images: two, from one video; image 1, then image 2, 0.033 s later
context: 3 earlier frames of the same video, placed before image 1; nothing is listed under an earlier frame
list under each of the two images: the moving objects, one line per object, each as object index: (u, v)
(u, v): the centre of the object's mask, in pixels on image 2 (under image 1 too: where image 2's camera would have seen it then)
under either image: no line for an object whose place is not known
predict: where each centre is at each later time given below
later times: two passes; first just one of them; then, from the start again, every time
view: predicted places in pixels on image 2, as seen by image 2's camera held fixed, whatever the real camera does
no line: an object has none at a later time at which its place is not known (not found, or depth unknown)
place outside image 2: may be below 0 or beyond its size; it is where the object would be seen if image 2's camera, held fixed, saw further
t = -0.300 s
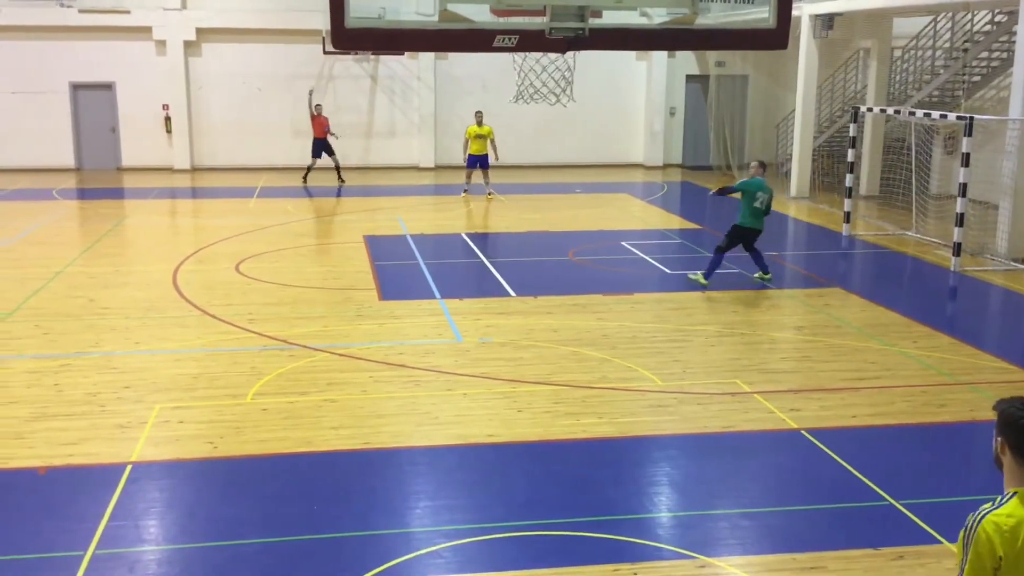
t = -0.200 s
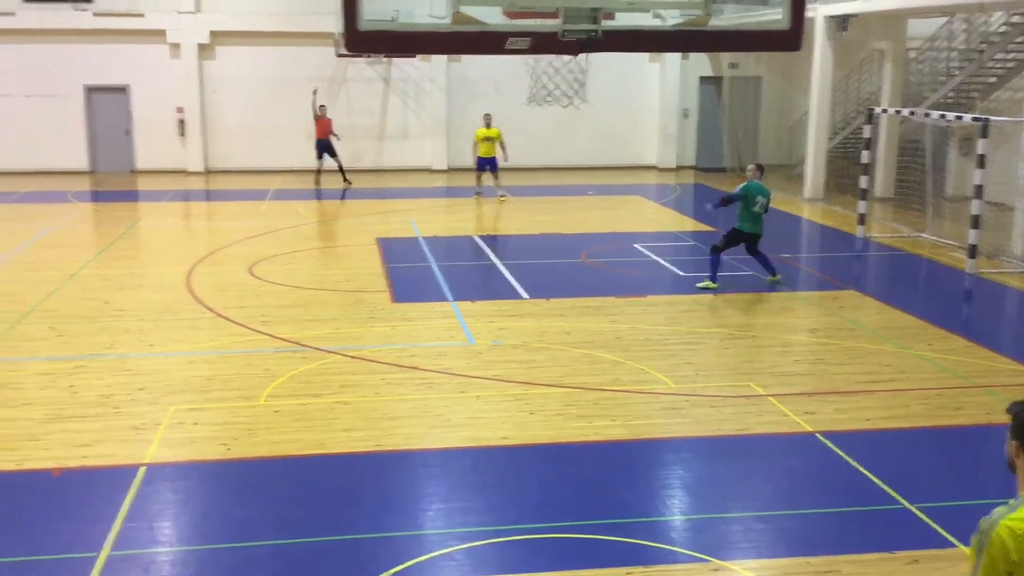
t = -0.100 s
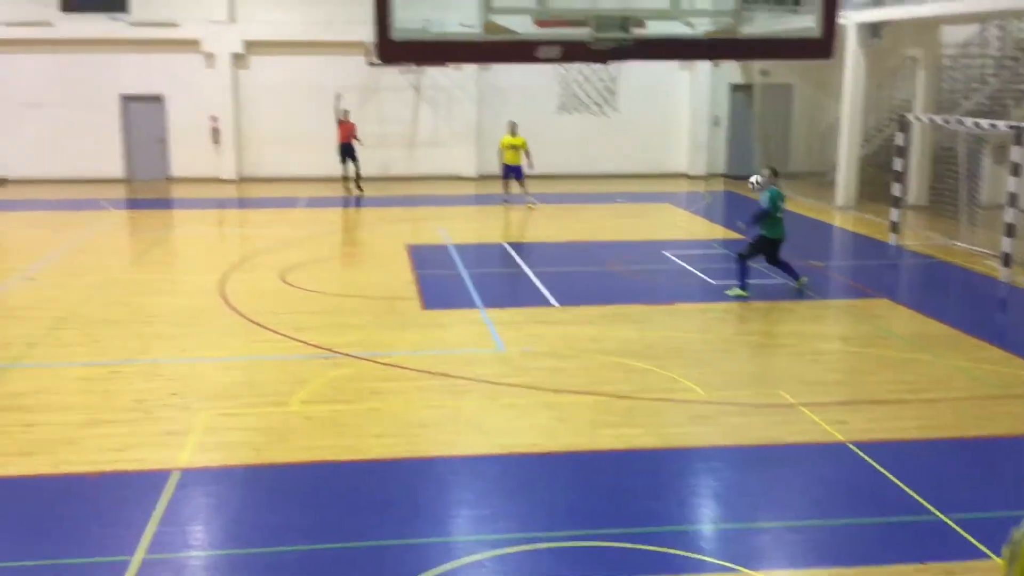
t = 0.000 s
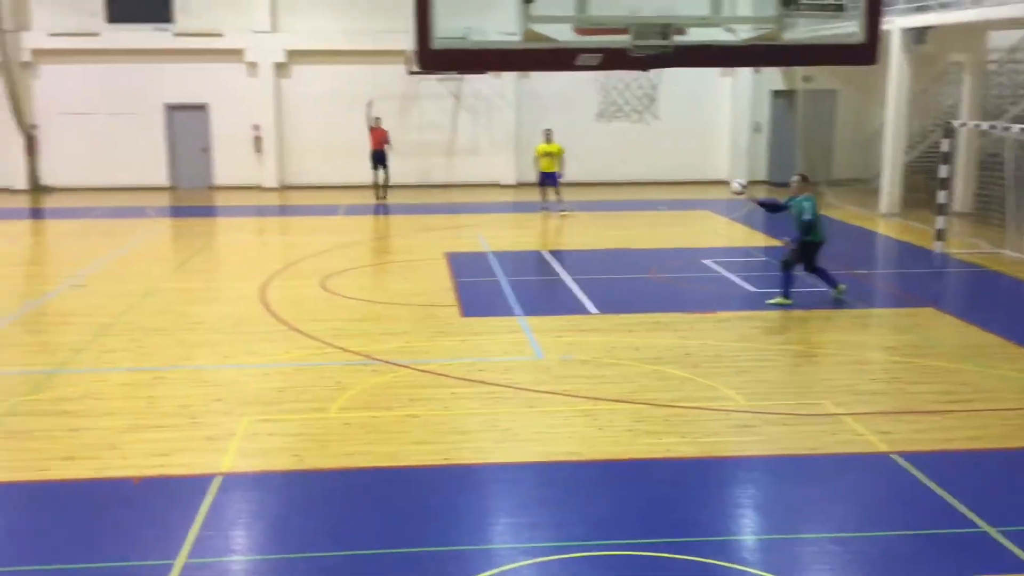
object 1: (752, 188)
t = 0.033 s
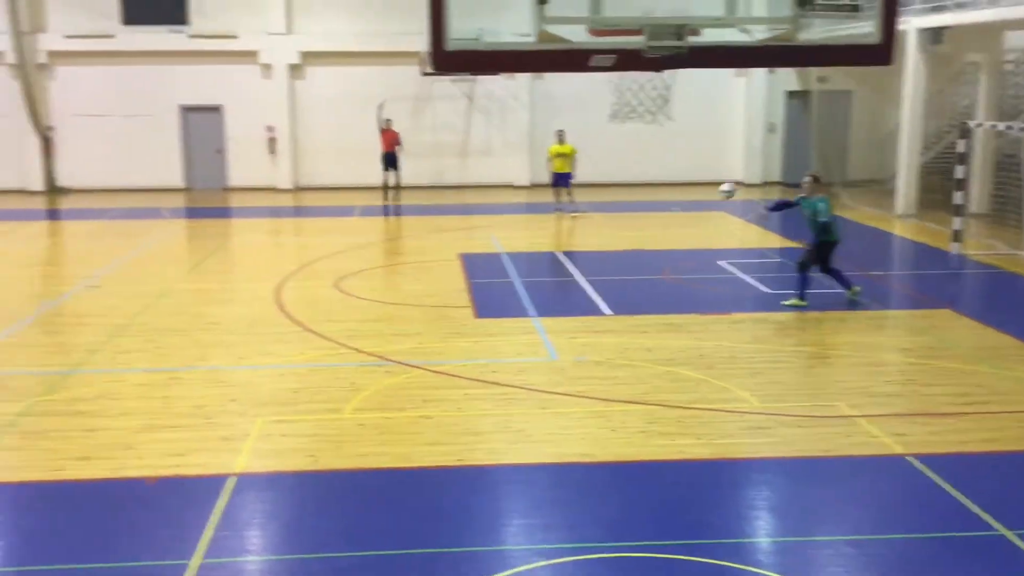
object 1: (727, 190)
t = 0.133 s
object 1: (647, 204)
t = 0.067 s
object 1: (701, 194)
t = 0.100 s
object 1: (674, 198)
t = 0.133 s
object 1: (647, 204)
